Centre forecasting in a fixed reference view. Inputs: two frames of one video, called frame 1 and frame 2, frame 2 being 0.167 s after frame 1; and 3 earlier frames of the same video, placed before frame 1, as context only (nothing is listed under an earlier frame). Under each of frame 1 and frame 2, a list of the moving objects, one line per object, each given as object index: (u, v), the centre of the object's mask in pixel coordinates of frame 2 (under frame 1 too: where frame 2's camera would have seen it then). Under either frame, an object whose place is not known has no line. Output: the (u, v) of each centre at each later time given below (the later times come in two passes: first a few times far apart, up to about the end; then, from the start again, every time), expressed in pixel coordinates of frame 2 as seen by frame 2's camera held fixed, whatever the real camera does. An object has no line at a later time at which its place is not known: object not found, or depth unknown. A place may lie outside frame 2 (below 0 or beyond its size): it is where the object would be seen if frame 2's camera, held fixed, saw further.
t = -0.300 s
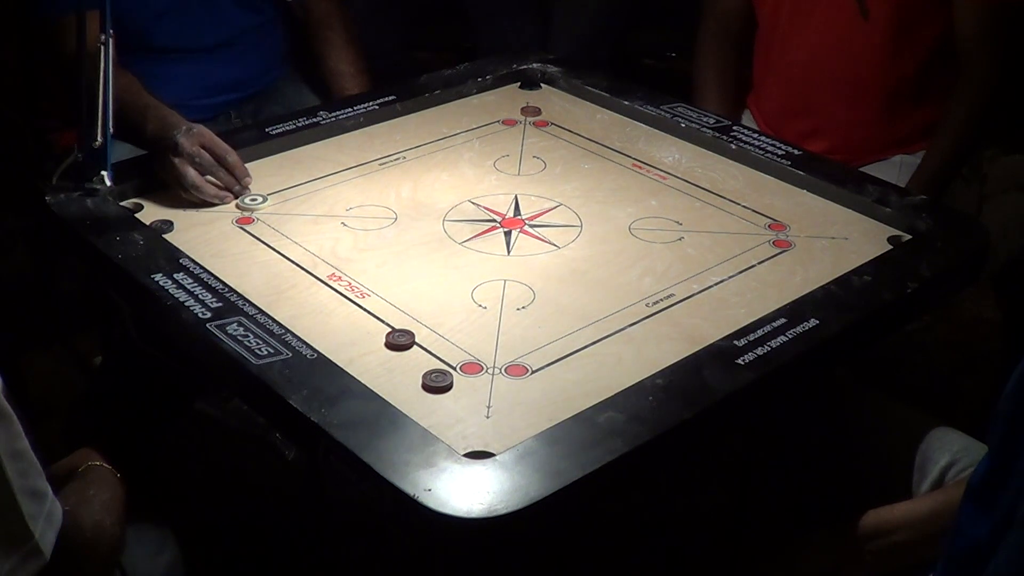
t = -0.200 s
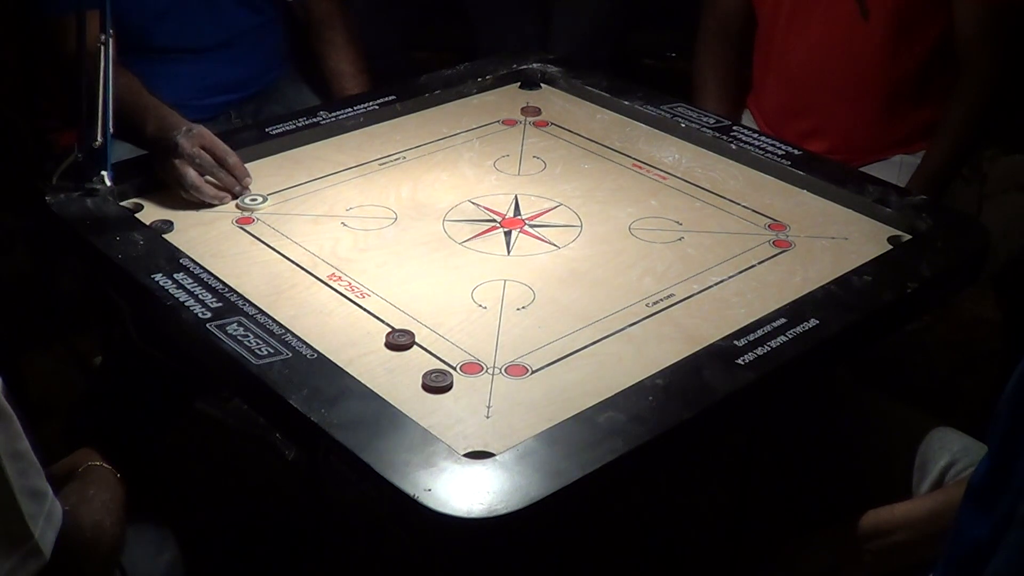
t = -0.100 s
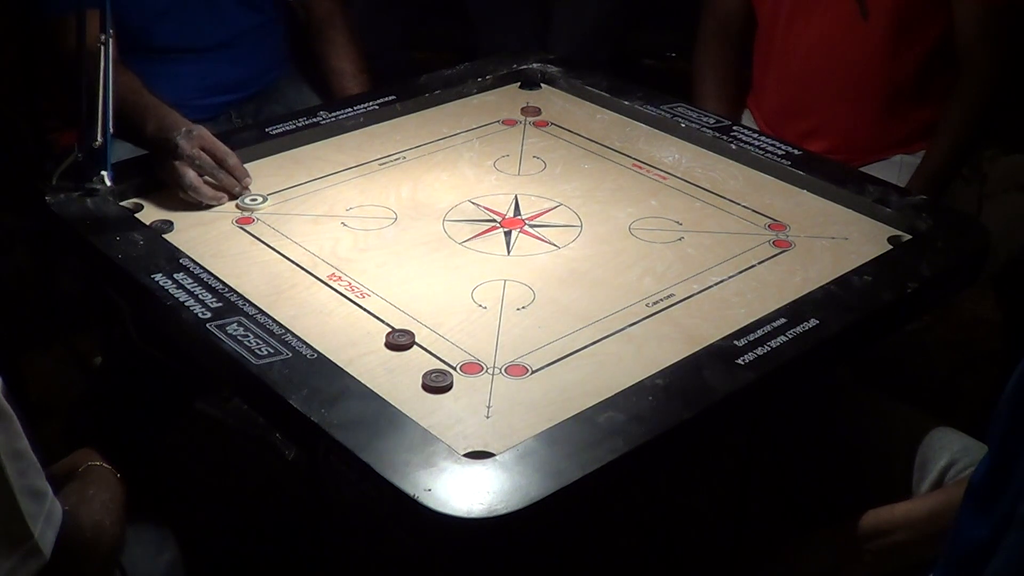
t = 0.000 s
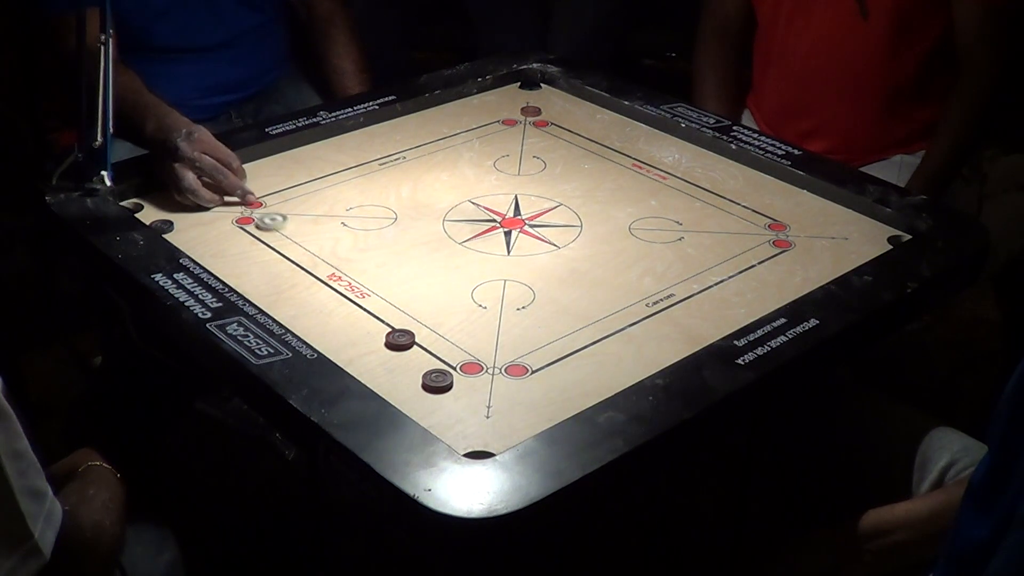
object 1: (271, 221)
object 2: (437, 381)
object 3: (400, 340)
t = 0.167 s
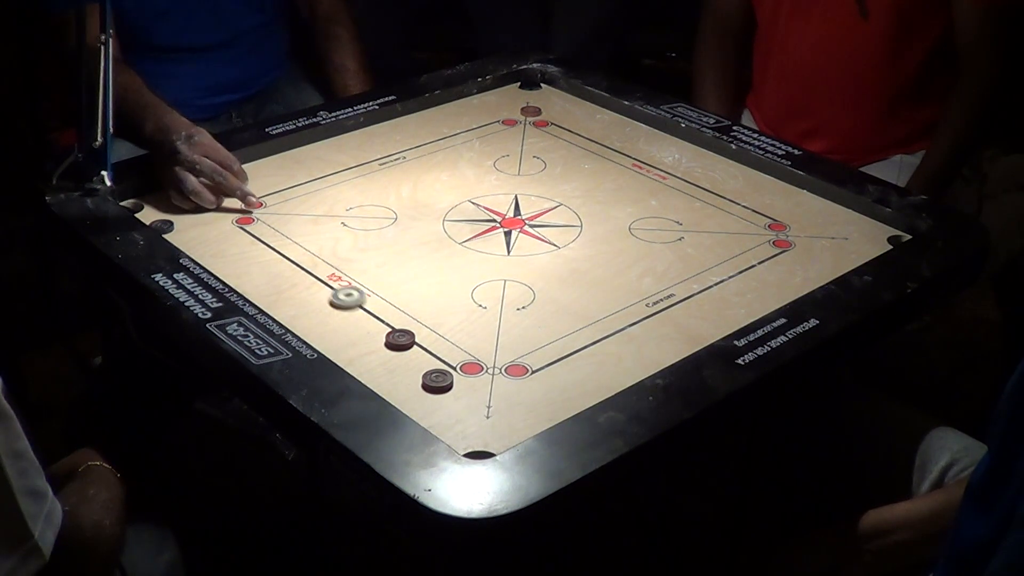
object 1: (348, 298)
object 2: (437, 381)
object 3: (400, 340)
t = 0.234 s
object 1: (378, 329)
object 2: (437, 381)
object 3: (406, 343)
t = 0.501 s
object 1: (414, 391)
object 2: (491, 445)
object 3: (615, 373)
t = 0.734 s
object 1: (429, 412)
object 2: (514, 427)
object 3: (654, 358)
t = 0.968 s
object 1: (430, 413)
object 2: (515, 425)
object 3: (654, 357)
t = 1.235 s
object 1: (430, 413)
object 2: (514, 425)
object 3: (654, 356)
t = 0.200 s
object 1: (363, 314)
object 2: (437, 381)
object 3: (400, 339)
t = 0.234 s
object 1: (378, 329)
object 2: (437, 381)
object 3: (406, 343)
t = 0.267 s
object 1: (383, 338)
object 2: (437, 381)
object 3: (439, 360)
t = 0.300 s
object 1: (388, 347)
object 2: (438, 395)
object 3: (469, 365)
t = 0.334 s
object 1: (393, 356)
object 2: (438, 411)
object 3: (498, 367)
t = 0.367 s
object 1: (398, 364)
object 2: (441, 425)
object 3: (525, 368)
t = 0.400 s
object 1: (402, 371)
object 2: (446, 436)
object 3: (551, 370)
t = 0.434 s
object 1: (407, 378)
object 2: (461, 441)
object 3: (574, 371)
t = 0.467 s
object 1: (410, 385)
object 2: (476, 446)
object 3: (596, 372)
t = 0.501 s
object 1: (414, 391)
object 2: (491, 445)
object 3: (615, 373)
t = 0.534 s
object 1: (417, 396)
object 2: (502, 444)
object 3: (632, 373)
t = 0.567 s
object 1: (420, 401)
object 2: (507, 442)
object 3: (645, 371)
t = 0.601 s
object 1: (422, 404)
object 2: (509, 439)
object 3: (652, 369)
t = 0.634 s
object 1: (425, 407)
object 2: (511, 435)
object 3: (653, 365)
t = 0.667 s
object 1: (427, 410)
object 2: (512, 432)
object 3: (654, 362)
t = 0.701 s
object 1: (428, 411)
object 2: (513, 430)
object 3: (654, 360)
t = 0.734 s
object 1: (429, 412)
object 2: (514, 427)
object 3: (654, 358)
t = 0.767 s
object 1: (429, 413)
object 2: (514, 426)
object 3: (654, 357)
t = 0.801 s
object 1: (430, 413)
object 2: (514, 425)
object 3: (654, 357)
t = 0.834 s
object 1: (430, 413)
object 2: (514, 425)
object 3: (654, 356)
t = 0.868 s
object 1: (430, 413)
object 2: (514, 425)
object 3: (654, 356)
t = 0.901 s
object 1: (430, 413)
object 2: (515, 425)
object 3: (654, 356)
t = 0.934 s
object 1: (430, 413)
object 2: (515, 425)
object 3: (654, 357)
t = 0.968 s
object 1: (430, 413)
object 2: (515, 425)
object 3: (654, 357)
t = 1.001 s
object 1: (430, 413)
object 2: (515, 425)
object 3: (654, 356)
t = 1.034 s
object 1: (430, 413)
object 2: (515, 425)
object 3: (654, 357)
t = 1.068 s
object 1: (430, 413)
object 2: (515, 425)
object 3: (654, 357)
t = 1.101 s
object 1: (430, 413)
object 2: (515, 425)
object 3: (654, 356)
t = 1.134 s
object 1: (430, 414)
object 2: (515, 425)
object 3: (654, 356)
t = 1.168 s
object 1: (430, 414)
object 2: (514, 425)
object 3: (654, 356)
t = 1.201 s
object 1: (430, 413)
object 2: (514, 425)
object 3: (654, 356)
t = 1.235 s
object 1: (430, 413)
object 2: (514, 425)
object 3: (654, 356)
